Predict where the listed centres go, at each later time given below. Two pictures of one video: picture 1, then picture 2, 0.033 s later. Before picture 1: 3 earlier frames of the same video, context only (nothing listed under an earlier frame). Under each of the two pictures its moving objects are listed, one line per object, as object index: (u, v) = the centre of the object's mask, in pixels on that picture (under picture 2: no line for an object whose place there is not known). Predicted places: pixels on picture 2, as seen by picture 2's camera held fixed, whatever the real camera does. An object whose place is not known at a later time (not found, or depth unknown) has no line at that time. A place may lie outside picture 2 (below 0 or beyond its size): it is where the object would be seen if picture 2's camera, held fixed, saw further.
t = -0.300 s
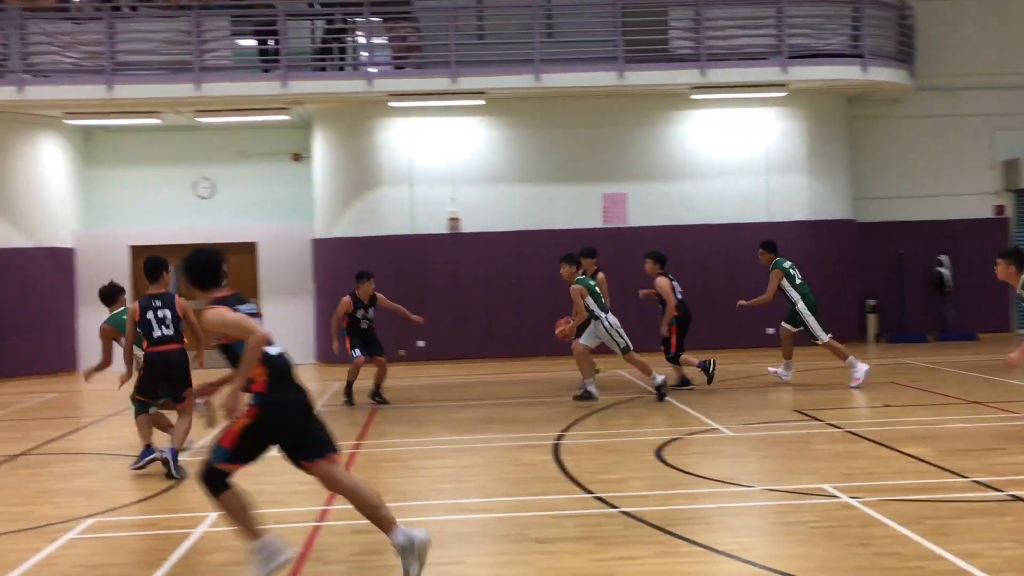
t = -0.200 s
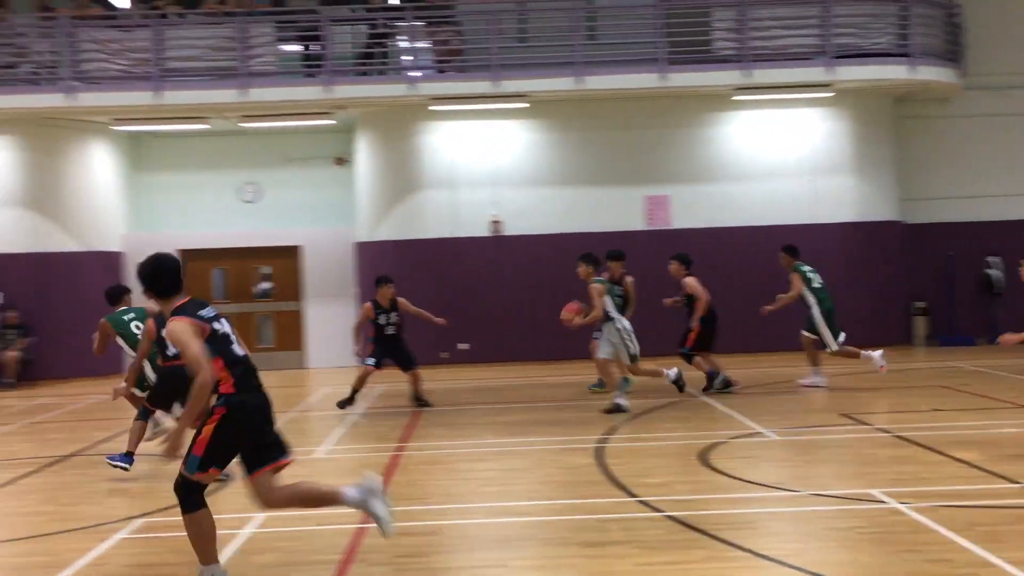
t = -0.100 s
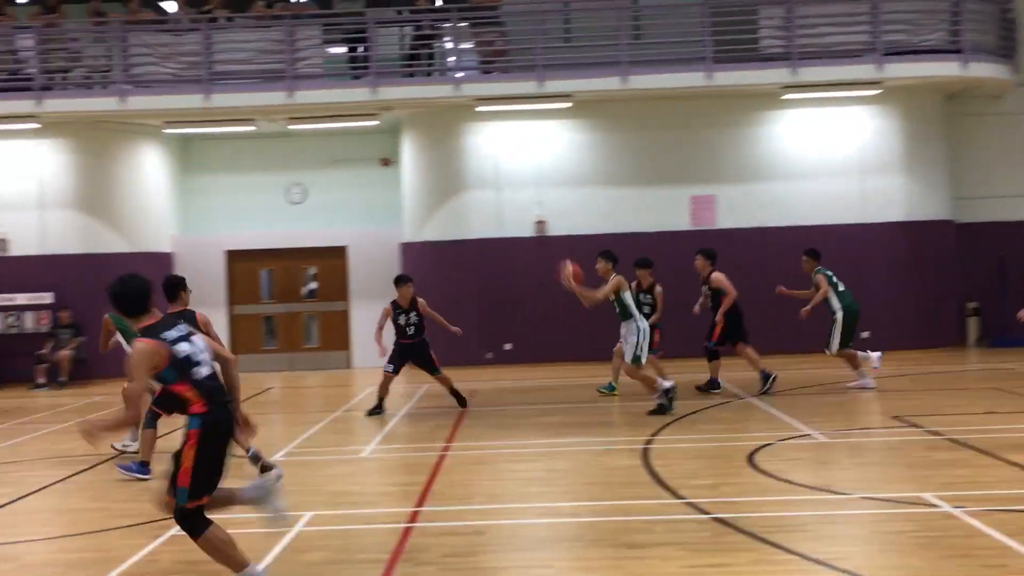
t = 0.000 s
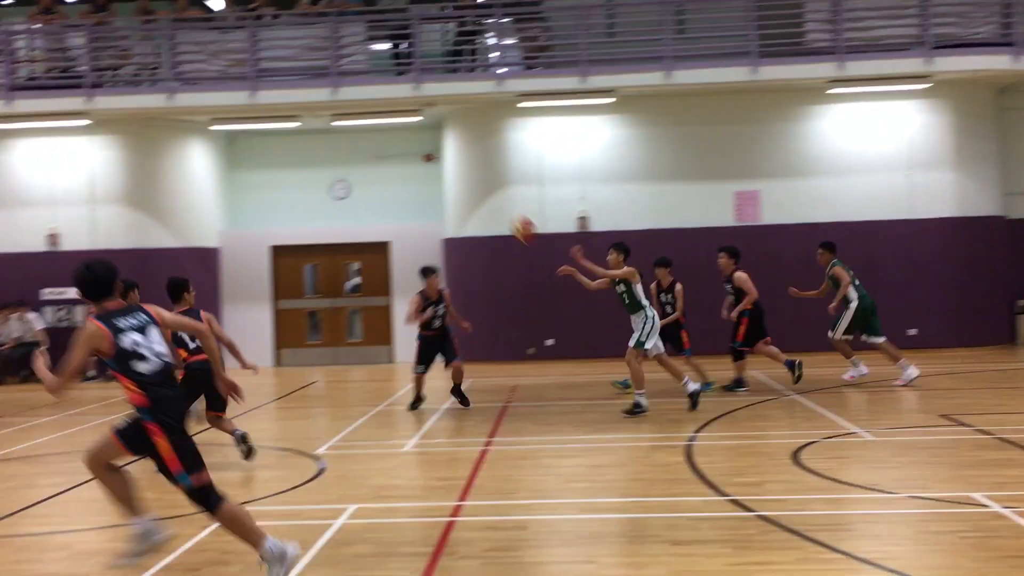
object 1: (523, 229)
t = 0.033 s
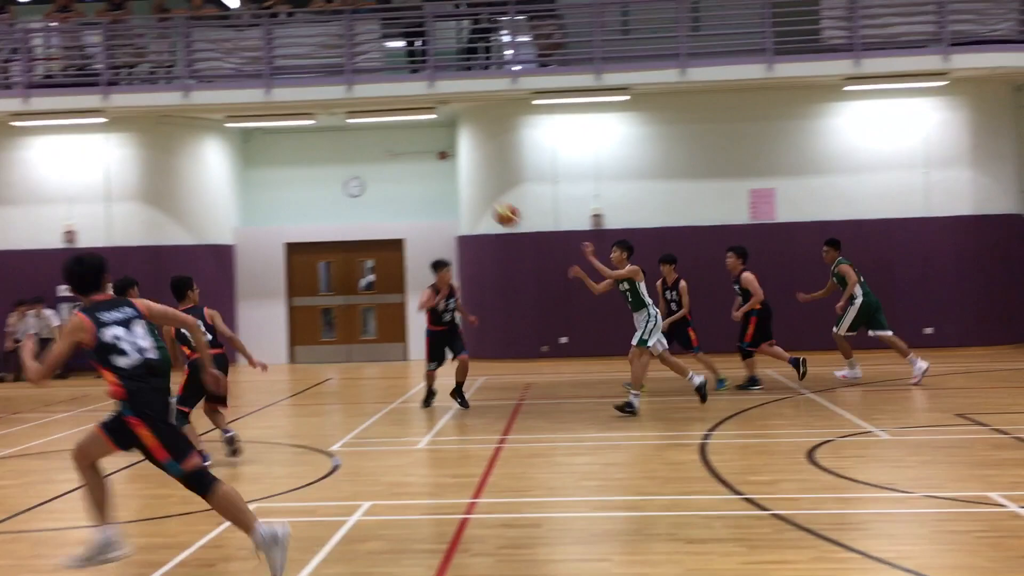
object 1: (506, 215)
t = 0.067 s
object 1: (475, 203)
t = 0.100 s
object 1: (443, 194)
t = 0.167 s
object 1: (380, 175)
